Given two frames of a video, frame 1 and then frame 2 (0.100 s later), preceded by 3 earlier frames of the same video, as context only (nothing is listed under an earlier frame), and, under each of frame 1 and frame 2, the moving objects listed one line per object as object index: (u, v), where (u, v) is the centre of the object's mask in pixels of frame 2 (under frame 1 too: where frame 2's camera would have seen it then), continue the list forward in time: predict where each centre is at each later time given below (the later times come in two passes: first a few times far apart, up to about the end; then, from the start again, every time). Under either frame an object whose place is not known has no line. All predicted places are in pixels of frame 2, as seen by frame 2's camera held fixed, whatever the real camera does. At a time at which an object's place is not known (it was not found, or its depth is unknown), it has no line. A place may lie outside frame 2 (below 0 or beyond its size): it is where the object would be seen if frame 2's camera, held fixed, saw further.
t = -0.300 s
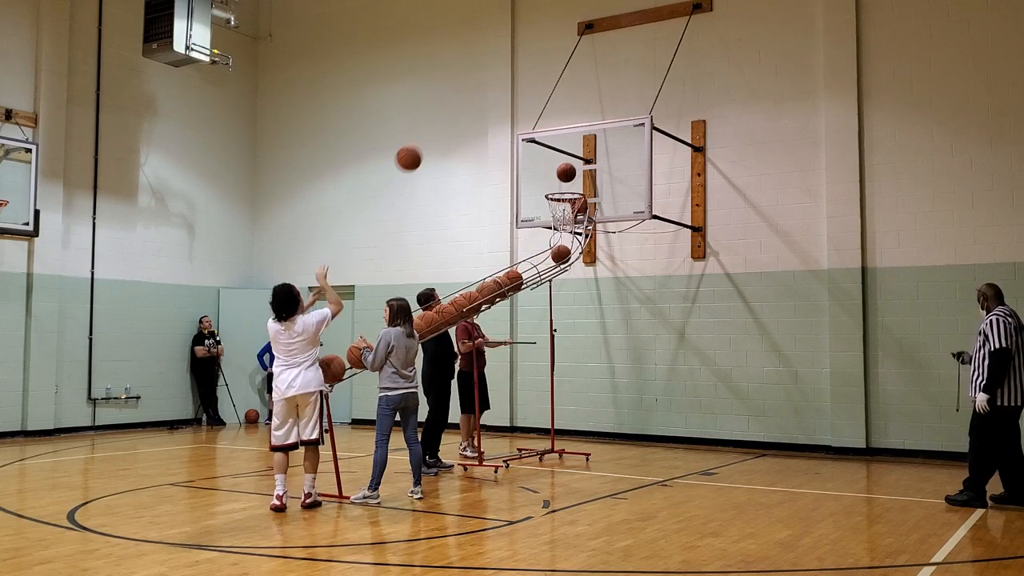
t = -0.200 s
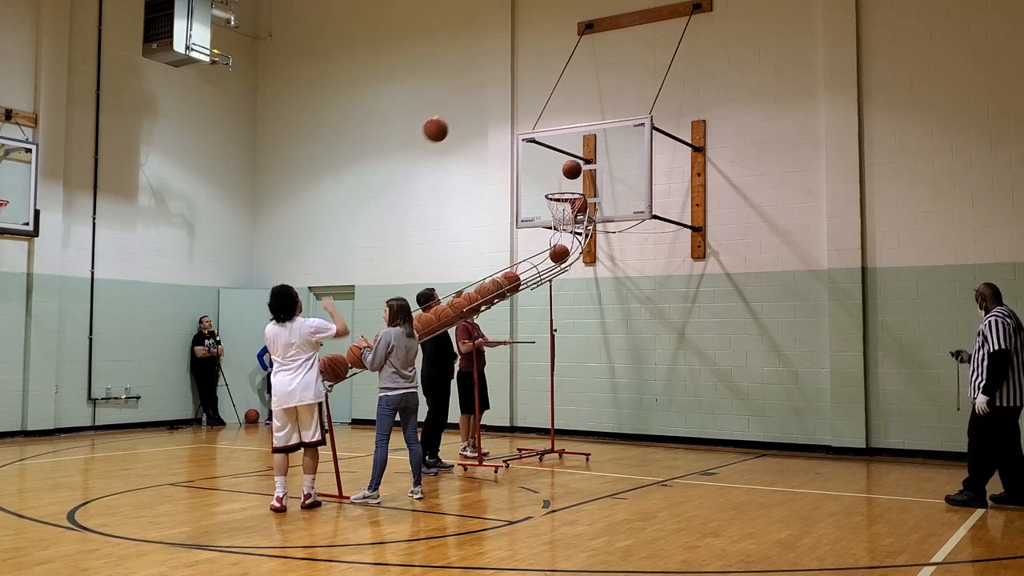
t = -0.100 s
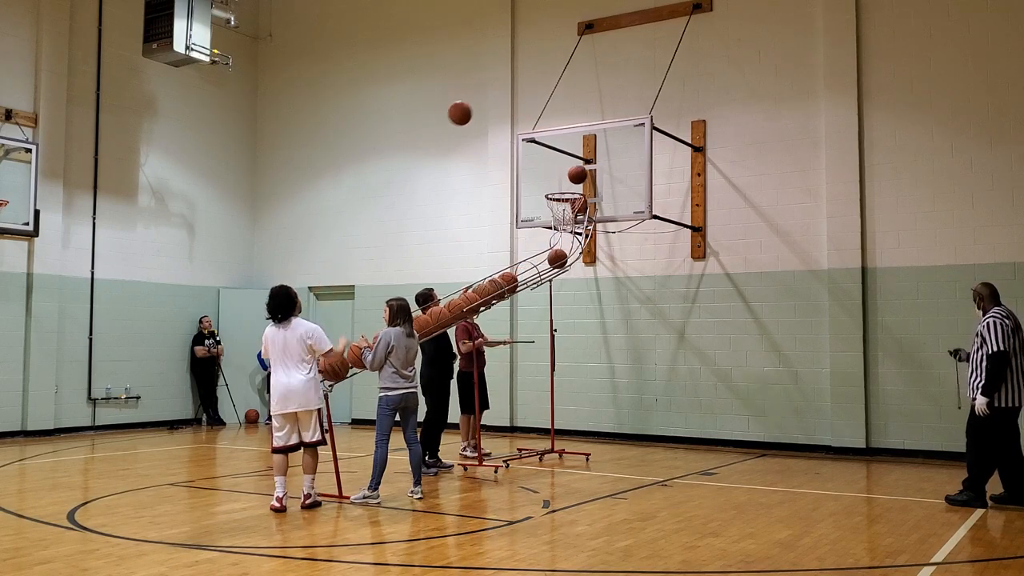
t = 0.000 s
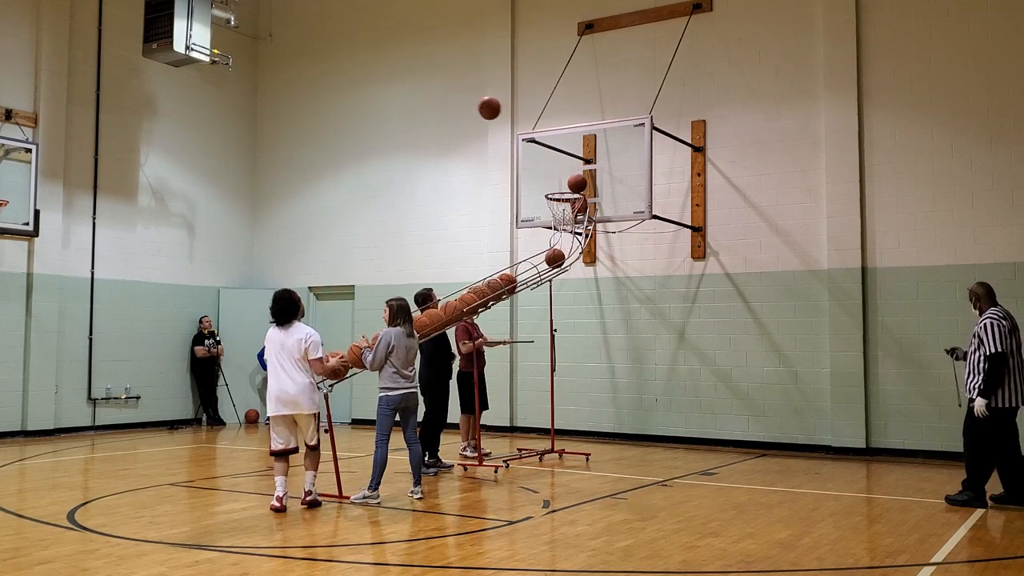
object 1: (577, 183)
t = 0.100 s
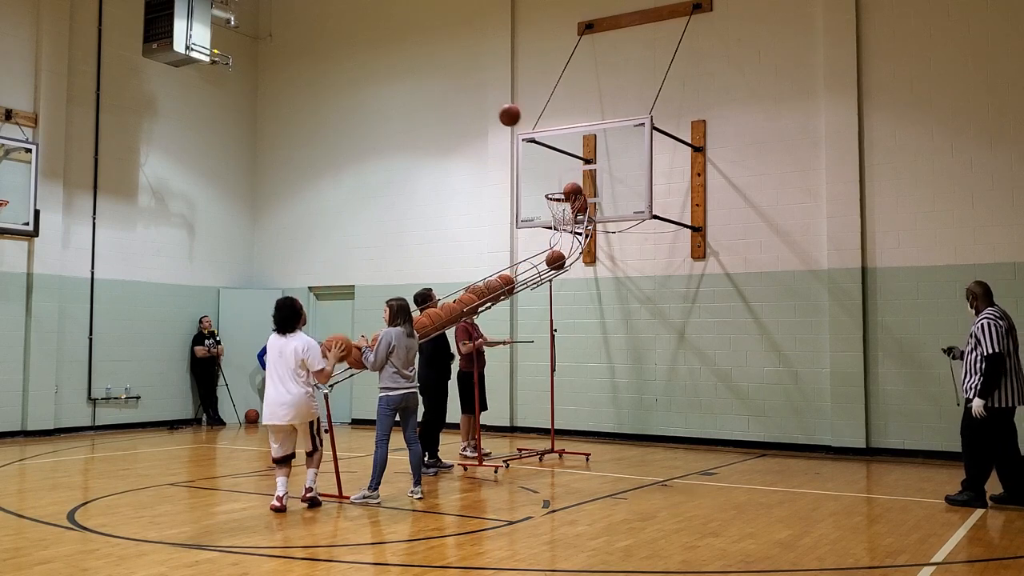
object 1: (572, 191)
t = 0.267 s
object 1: (564, 206)
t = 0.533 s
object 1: (567, 226)
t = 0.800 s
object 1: (570, 248)
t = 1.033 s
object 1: (565, 253)
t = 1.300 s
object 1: (564, 253)
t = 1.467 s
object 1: (564, 254)
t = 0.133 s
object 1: (570, 194)
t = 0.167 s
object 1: (568, 197)
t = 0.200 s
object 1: (566, 202)
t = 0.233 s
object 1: (565, 205)
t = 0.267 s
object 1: (564, 206)
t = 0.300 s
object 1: (564, 206)
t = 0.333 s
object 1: (563, 207)
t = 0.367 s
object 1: (563, 210)
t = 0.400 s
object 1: (563, 213)
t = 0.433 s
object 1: (563, 216)
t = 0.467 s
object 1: (563, 219)
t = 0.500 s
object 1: (564, 224)
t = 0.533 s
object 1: (567, 226)
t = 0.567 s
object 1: (569, 228)
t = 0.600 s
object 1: (569, 231)
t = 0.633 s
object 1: (568, 235)
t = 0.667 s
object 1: (568, 238)
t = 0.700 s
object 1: (569, 240)
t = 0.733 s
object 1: (569, 242)
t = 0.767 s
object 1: (569, 245)
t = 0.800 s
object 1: (570, 248)
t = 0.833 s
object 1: (569, 249)
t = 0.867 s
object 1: (568, 251)
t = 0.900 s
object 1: (566, 253)
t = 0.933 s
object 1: (565, 254)
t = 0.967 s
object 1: (564, 254)
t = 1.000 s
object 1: (564, 254)
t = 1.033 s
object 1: (565, 253)
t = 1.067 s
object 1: (564, 253)
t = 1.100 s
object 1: (564, 252)
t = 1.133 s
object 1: (564, 252)
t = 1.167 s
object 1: (564, 253)
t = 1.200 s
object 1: (563, 251)
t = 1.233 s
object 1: (563, 252)
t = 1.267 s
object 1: (563, 252)
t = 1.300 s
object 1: (564, 253)
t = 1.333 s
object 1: (564, 254)
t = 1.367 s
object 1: (564, 254)
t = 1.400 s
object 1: (564, 254)
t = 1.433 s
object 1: (564, 254)
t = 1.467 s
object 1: (564, 254)
